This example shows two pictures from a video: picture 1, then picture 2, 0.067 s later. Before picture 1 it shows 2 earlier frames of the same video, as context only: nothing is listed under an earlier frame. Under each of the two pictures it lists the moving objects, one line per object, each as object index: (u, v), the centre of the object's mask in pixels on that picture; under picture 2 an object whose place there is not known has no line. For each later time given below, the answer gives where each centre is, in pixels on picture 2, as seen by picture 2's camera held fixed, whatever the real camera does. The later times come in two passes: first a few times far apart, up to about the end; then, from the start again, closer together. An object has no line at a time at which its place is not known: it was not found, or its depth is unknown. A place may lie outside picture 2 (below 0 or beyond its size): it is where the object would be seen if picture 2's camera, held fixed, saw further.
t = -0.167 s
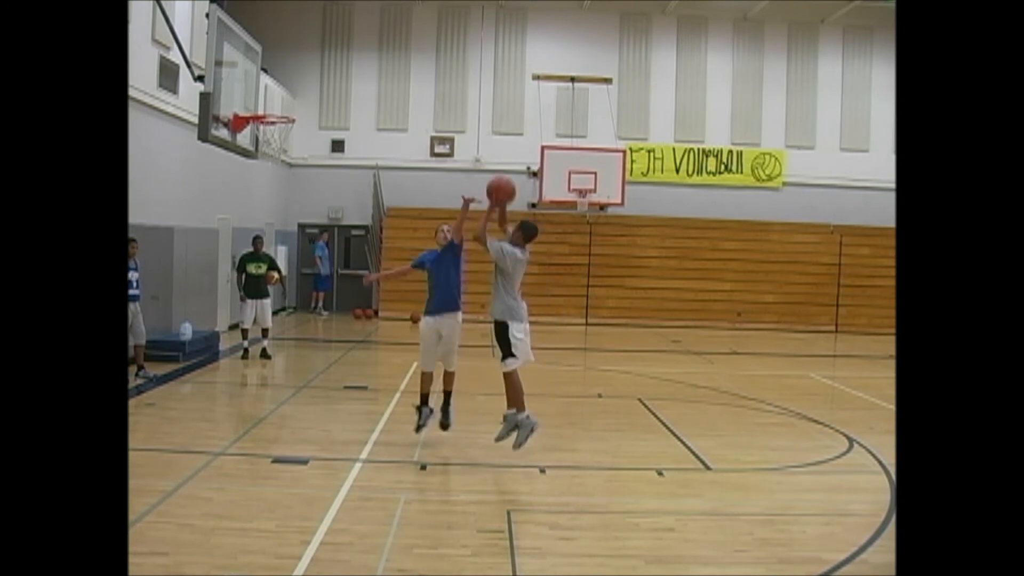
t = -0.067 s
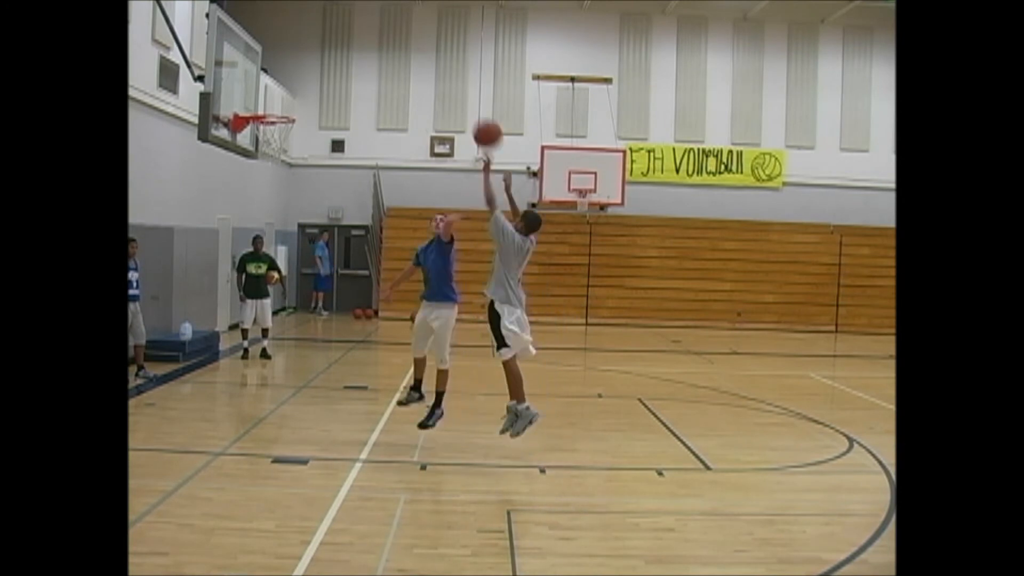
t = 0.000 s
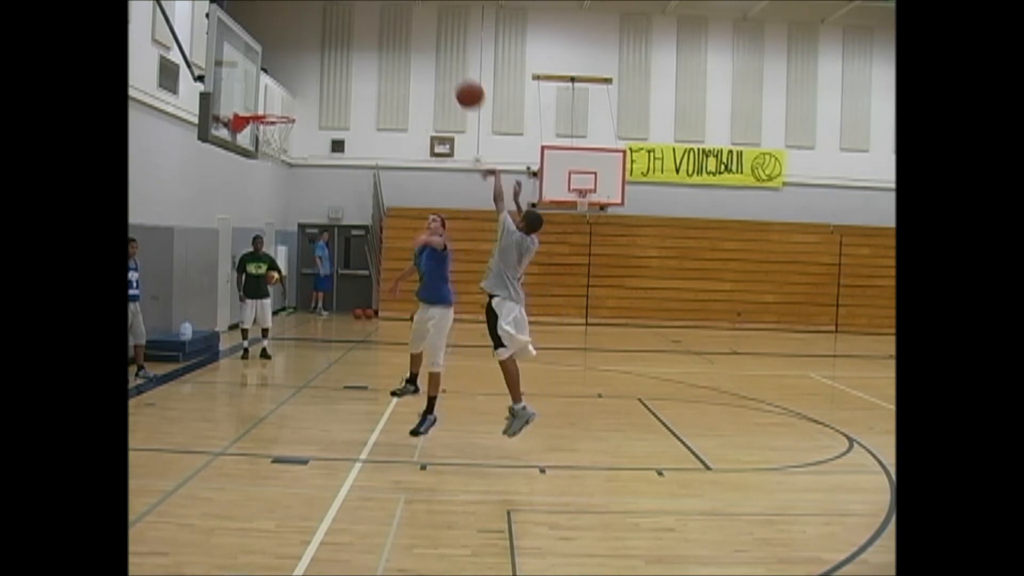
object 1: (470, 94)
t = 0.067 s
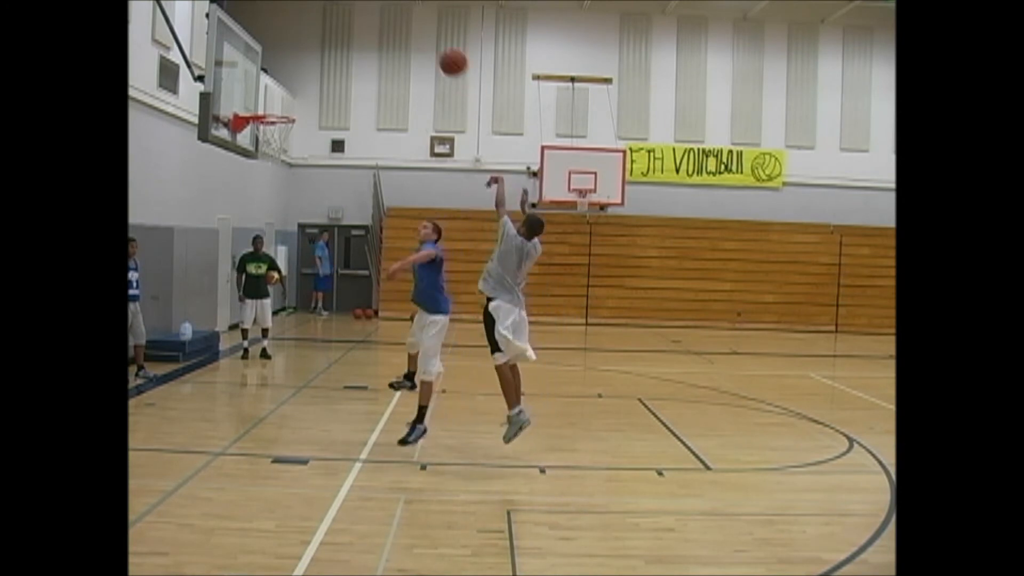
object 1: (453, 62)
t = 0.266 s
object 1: (406, 6)
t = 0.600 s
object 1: (332, 5)
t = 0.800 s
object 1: (292, 50)
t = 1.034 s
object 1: (271, 135)
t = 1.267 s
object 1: (290, 142)
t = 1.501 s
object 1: (273, 162)
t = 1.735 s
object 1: (250, 228)
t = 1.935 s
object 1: (229, 327)
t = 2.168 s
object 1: (209, 357)
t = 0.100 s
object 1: (445, 48)
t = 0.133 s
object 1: (437, 36)
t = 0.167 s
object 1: (429, 25)
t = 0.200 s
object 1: (421, 15)
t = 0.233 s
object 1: (414, 10)
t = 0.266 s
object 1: (406, 6)
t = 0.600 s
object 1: (332, 5)
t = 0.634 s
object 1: (325, 8)
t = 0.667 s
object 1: (319, 13)
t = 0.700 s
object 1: (312, 20)
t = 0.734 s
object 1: (305, 29)
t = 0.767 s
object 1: (299, 39)
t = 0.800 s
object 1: (292, 50)
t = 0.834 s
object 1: (285, 62)
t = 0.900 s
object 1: (273, 88)
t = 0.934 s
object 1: (266, 103)
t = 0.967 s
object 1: (263, 116)
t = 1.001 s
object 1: (267, 126)
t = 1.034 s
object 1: (271, 135)
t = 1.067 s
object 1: (277, 142)
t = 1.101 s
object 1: (282, 144)
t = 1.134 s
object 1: (285, 145)
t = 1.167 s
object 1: (287, 144)
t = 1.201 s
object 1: (289, 143)
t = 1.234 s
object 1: (290, 142)
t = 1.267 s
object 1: (290, 142)
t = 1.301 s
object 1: (290, 143)
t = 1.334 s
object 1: (288, 144)
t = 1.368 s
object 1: (286, 146)
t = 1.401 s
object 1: (283, 149)
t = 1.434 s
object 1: (280, 152)
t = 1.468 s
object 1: (277, 156)
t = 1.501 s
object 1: (273, 162)
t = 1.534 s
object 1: (270, 167)
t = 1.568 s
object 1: (267, 175)
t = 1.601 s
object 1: (264, 183)
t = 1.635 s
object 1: (260, 192)
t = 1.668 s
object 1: (257, 203)
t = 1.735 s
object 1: (250, 228)
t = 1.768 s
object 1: (247, 242)
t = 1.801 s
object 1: (242, 258)
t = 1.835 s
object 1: (240, 271)
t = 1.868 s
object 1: (236, 289)
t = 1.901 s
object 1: (233, 308)
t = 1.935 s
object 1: (229, 327)
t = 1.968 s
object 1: (227, 347)
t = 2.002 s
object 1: (223, 368)
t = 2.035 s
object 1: (220, 390)
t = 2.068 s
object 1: (217, 408)
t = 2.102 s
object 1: (215, 389)
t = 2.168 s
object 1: (209, 357)
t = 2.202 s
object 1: (208, 342)
